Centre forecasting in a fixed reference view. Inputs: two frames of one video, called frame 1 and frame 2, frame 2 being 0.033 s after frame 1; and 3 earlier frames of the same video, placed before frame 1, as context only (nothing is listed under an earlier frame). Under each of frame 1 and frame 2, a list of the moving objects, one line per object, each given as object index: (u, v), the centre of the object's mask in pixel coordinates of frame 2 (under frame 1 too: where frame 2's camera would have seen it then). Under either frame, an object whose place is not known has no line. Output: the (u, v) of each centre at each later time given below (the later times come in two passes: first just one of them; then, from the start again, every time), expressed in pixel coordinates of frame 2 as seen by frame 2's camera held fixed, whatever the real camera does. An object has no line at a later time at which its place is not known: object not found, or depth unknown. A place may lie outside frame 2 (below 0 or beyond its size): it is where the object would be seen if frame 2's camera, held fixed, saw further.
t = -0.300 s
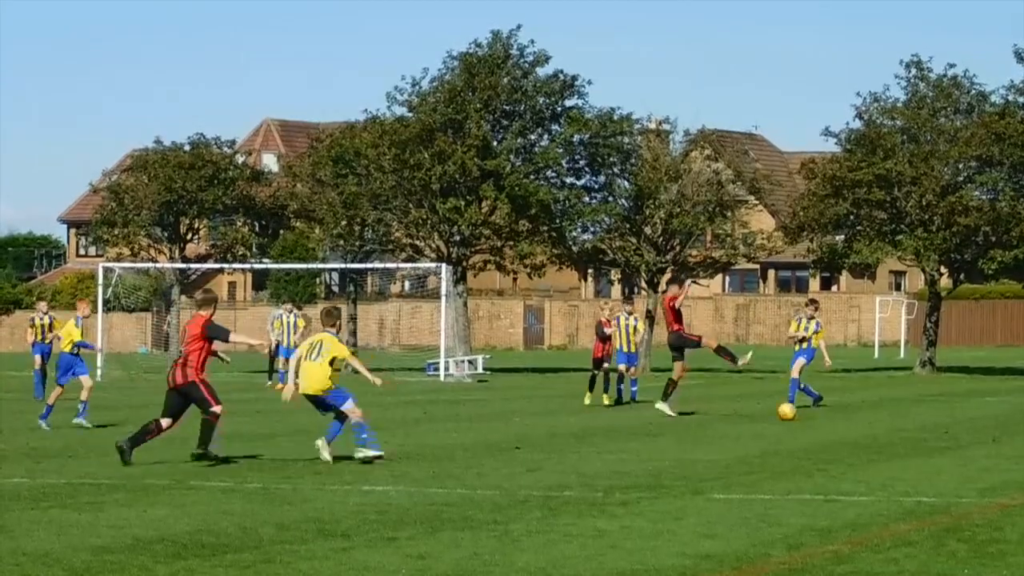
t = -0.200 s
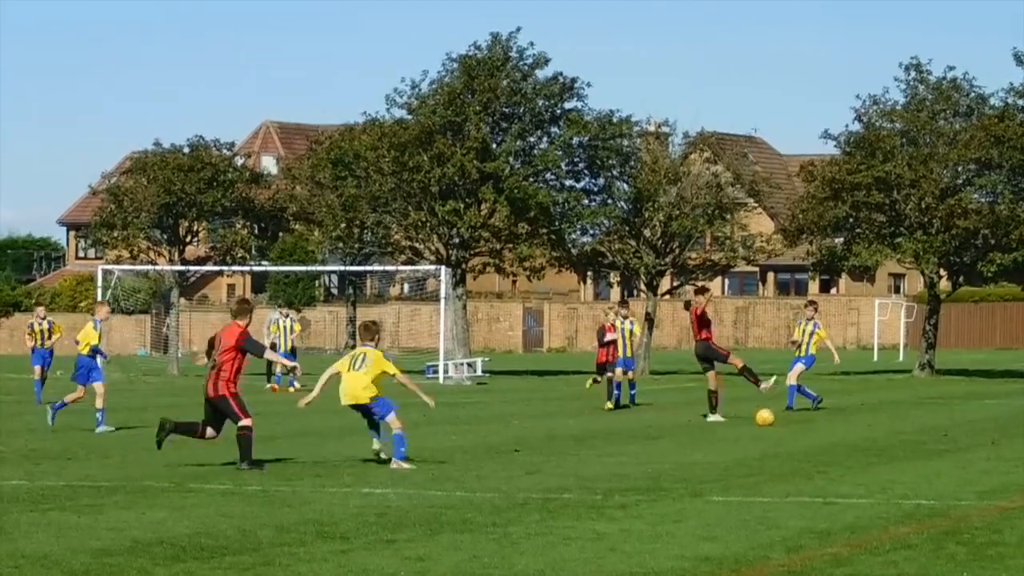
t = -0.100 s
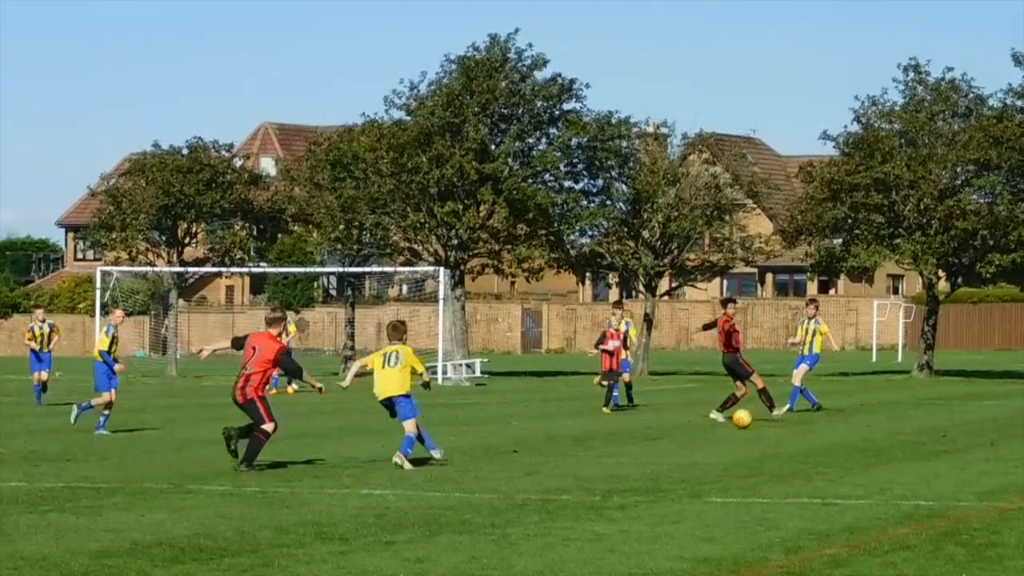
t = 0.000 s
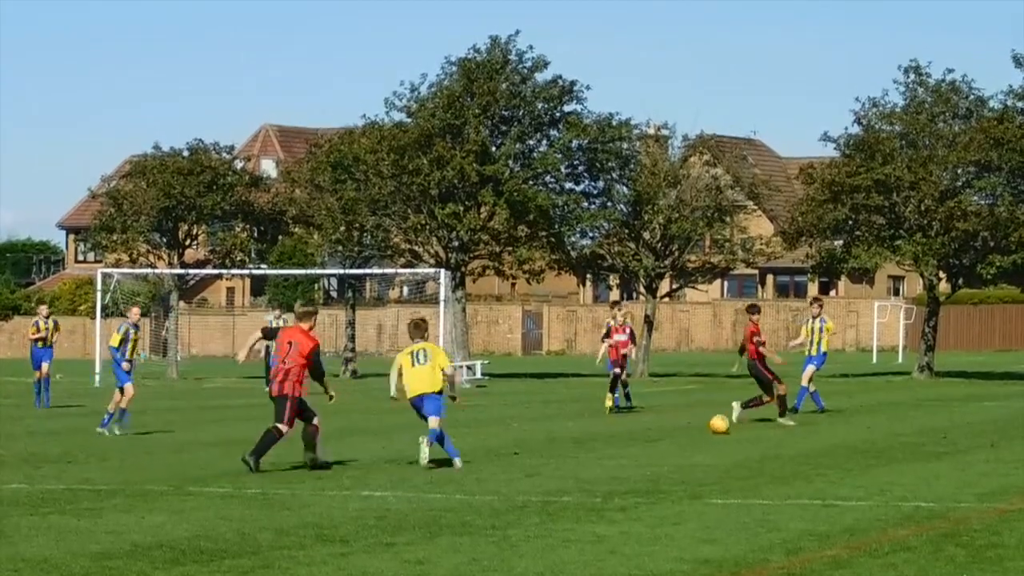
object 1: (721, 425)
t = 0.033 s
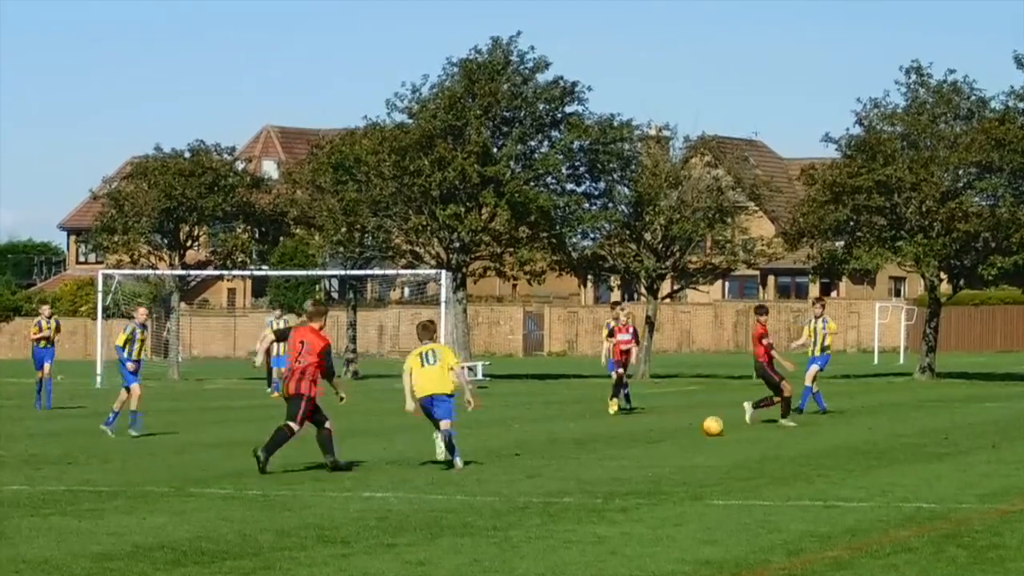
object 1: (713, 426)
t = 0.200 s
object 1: (674, 433)
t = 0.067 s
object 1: (705, 427)
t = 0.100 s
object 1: (697, 430)
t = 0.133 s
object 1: (689, 431)
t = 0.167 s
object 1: (681, 431)
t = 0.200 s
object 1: (674, 433)
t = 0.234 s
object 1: (666, 435)
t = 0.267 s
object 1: (658, 436)
